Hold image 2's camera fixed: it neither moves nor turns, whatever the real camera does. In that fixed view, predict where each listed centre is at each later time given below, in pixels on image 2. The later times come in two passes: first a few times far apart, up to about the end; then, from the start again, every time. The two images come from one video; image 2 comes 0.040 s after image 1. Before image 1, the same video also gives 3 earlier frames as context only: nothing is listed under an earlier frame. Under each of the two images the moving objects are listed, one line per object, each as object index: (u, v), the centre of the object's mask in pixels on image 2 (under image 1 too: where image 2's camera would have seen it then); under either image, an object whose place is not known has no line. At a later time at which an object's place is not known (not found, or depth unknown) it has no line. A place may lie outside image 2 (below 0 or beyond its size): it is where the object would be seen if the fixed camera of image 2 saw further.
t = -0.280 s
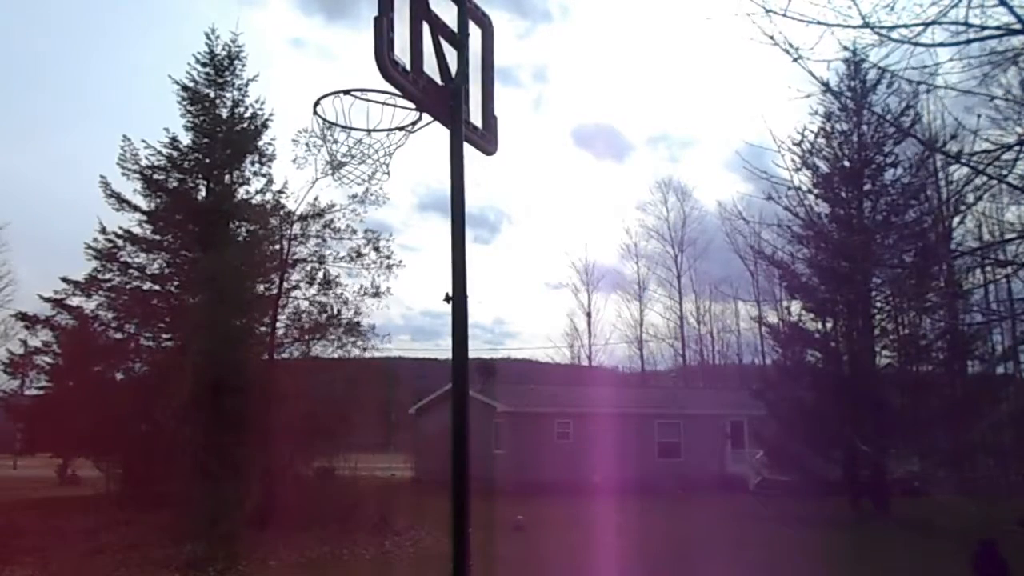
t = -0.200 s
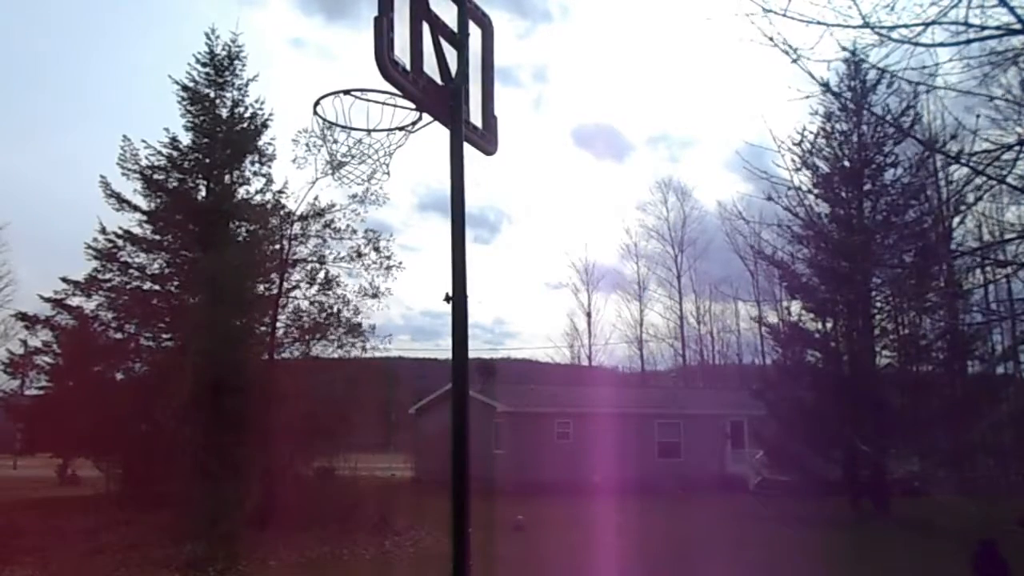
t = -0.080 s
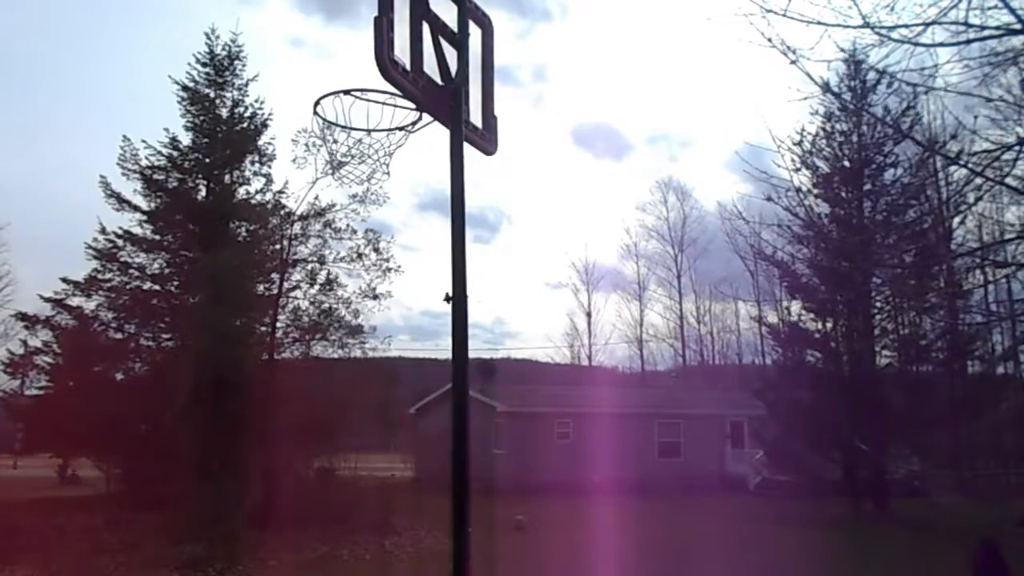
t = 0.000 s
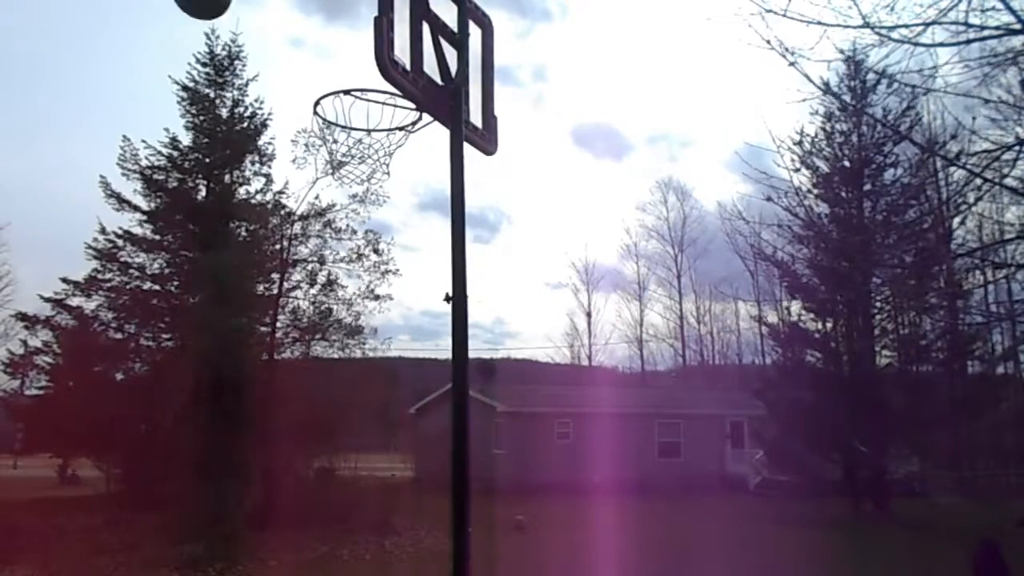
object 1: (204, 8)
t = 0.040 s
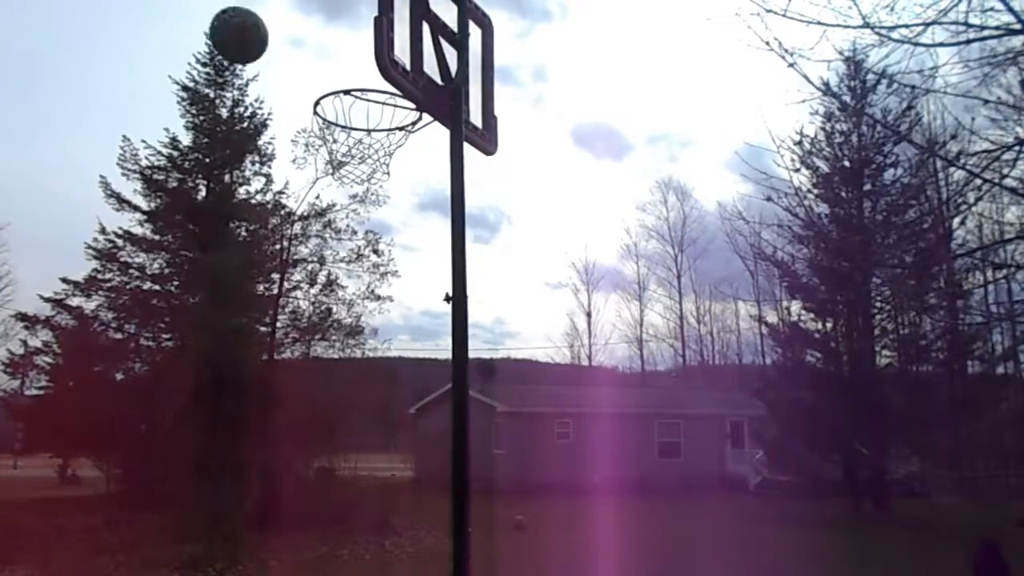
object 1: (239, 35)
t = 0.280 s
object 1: (182, 271)
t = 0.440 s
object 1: (71, 501)
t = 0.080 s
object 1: (274, 81)
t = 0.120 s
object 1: (283, 119)
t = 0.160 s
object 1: (260, 153)
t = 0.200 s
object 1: (234, 191)
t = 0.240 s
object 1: (209, 229)
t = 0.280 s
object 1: (182, 271)
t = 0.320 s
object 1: (156, 323)
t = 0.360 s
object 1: (129, 386)
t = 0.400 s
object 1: (100, 442)
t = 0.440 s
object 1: (71, 501)
